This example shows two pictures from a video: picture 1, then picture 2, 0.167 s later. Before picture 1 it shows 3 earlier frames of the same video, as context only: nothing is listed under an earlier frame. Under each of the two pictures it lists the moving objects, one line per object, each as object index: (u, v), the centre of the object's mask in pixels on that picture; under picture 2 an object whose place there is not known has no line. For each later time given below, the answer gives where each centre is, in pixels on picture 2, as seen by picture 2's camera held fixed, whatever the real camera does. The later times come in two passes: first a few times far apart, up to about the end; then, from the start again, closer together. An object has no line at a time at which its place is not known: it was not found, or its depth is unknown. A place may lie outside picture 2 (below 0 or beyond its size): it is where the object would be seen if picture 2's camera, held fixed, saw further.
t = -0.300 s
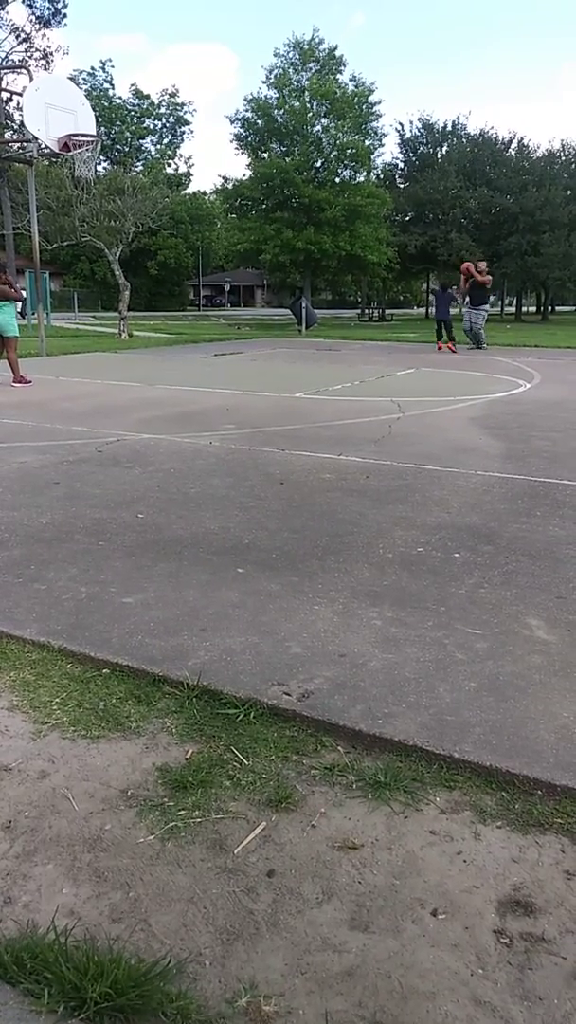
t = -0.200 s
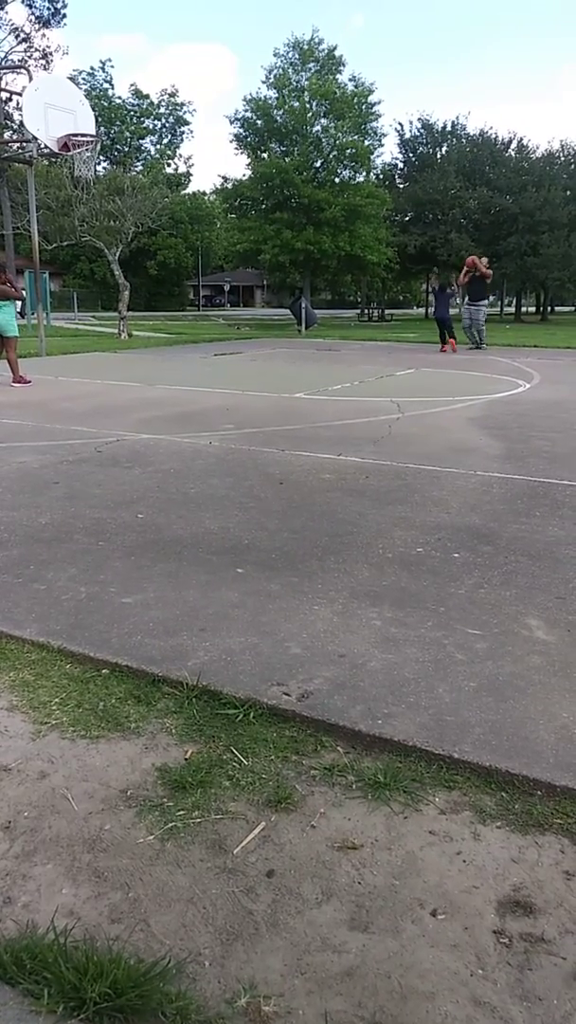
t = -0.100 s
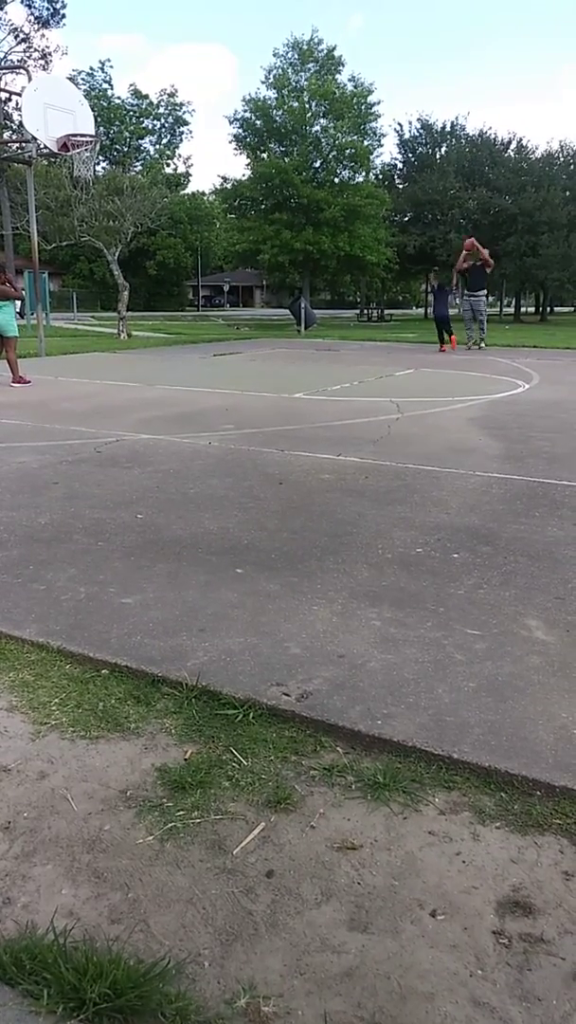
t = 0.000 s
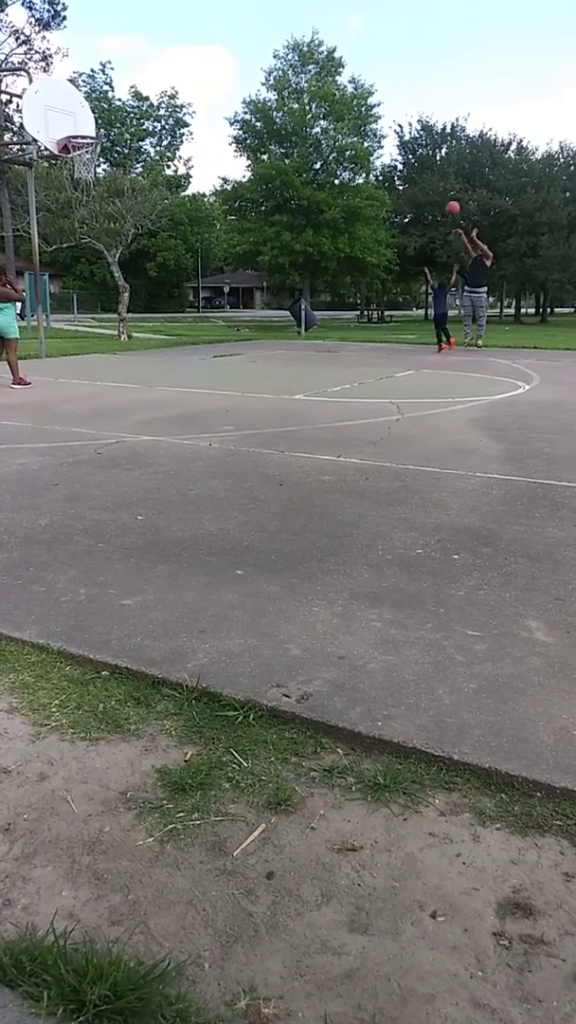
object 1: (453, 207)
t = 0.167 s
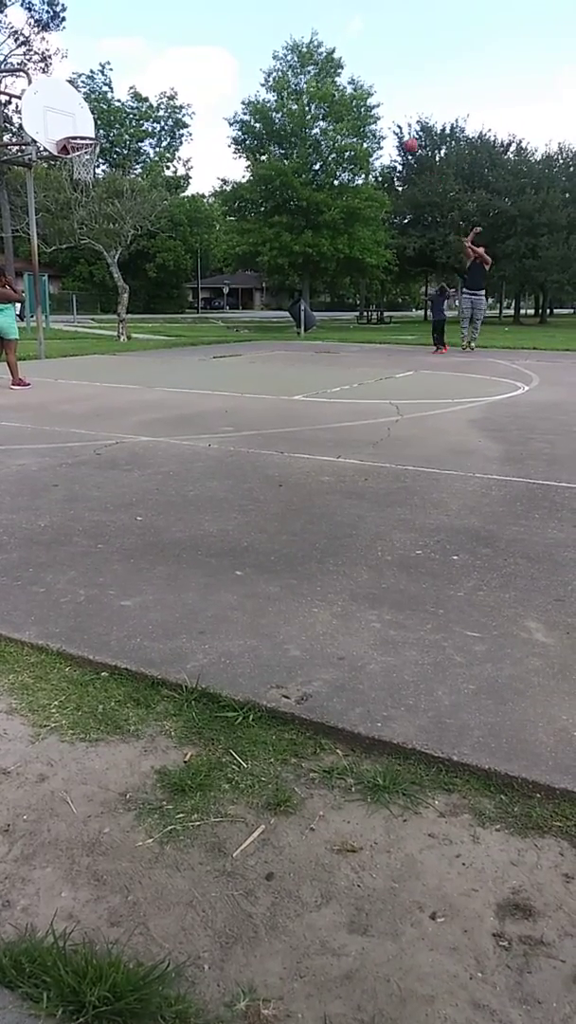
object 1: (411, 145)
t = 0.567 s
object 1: (293, 50)
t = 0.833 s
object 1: (202, 44)
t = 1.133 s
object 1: (102, 101)
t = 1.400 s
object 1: (77, 95)
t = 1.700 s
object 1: (105, 85)
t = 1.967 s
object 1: (137, 144)
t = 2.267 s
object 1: (175, 294)
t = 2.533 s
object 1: (207, 302)
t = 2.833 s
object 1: (250, 176)
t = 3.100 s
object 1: (297, 128)
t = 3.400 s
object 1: (358, 178)
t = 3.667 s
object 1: (415, 330)
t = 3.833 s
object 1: (455, 390)
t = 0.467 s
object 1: (324, 65)
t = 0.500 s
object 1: (313, 59)
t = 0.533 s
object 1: (304, 53)
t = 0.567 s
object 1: (293, 50)
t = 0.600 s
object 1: (282, 47)
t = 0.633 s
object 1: (271, 44)
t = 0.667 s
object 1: (259, 42)
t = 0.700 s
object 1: (248, 41)
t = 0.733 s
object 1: (236, 41)
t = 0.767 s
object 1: (225, 41)
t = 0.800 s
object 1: (214, 42)
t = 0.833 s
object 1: (202, 44)
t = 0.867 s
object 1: (191, 47)
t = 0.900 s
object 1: (178, 51)
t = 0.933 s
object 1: (166, 56)
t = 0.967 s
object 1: (154, 61)
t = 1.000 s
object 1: (143, 68)
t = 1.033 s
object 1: (132, 75)
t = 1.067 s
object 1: (121, 83)
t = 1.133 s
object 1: (102, 101)
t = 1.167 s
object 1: (86, 112)
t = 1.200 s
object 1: (71, 125)
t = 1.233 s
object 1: (69, 129)
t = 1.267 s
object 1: (70, 120)
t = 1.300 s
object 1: (71, 113)
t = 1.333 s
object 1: (73, 106)
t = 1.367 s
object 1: (75, 100)
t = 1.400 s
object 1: (77, 95)
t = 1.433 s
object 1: (80, 89)
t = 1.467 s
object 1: (84, 85)
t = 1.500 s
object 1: (86, 83)
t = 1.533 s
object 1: (89, 81)
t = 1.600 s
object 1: (95, 80)
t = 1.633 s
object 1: (99, 80)
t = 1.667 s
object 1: (101, 82)
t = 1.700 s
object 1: (105, 85)
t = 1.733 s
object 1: (109, 89)
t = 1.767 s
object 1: (112, 93)
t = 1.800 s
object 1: (117, 100)
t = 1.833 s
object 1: (120, 106)
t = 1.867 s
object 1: (125, 114)
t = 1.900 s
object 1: (128, 123)
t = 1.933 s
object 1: (132, 133)
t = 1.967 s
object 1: (137, 144)
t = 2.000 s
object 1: (140, 157)
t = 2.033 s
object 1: (145, 170)
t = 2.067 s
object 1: (149, 185)
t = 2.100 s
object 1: (153, 200)
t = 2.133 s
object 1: (158, 216)
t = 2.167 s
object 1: (162, 234)
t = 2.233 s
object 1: (170, 273)
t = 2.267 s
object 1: (175, 294)
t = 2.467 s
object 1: (199, 339)
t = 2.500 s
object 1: (203, 320)
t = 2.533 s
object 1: (207, 302)
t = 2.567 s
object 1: (211, 286)
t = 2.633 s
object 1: (220, 252)
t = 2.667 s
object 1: (225, 239)
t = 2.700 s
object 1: (229, 224)
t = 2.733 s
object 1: (234, 211)
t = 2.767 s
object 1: (239, 199)
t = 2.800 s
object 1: (245, 187)
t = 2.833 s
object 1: (250, 176)
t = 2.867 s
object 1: (255, 166)
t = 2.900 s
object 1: (261, 157)
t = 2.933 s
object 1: (266, 150)
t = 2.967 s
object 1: (272, 144)
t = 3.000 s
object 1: (278, 139)
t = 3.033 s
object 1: (285, 133)
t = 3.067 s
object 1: (291, 130)
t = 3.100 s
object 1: (297, 128)
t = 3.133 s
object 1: (304, 128)
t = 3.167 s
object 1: (310, 129)
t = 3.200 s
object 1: (316, 132)
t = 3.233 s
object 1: (323, 136)
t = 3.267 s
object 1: (331, 141)
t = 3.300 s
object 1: (337, 147)
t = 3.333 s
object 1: (345, 156)
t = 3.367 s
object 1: (351, 167)
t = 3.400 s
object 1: (358, 178)
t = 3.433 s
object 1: (365, 191)
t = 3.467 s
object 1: (372, 207)
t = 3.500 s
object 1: (379, 223)
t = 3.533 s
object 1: (387, 240)
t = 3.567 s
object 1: (394, 261)
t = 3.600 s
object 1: (401, 282)
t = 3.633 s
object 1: (408, 305)
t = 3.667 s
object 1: (415, 330)
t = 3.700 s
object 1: (423, 356)
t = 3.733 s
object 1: (430, 384)
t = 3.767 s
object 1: (437, 413)
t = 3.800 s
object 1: (445, 413)
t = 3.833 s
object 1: (455, 390)
